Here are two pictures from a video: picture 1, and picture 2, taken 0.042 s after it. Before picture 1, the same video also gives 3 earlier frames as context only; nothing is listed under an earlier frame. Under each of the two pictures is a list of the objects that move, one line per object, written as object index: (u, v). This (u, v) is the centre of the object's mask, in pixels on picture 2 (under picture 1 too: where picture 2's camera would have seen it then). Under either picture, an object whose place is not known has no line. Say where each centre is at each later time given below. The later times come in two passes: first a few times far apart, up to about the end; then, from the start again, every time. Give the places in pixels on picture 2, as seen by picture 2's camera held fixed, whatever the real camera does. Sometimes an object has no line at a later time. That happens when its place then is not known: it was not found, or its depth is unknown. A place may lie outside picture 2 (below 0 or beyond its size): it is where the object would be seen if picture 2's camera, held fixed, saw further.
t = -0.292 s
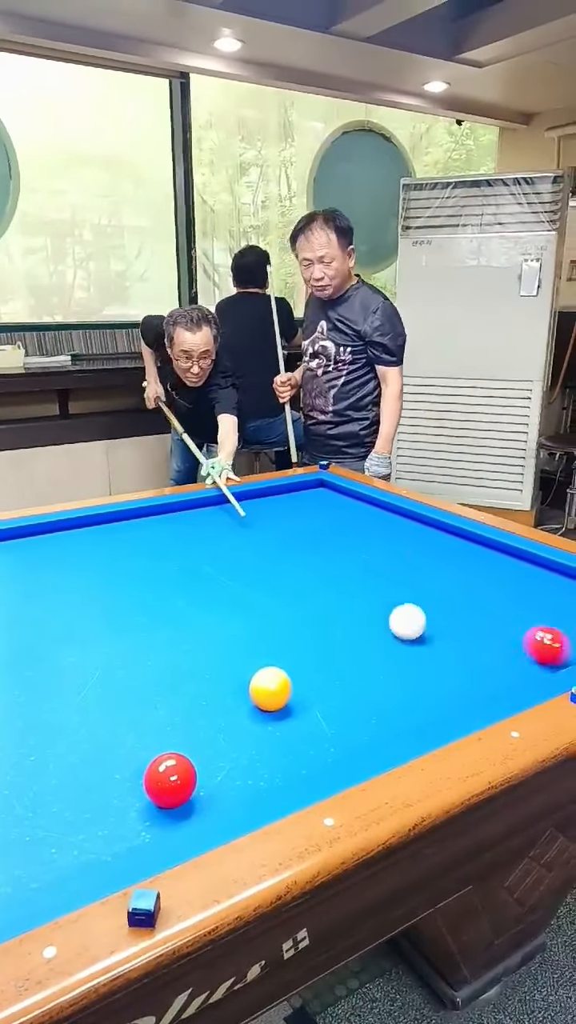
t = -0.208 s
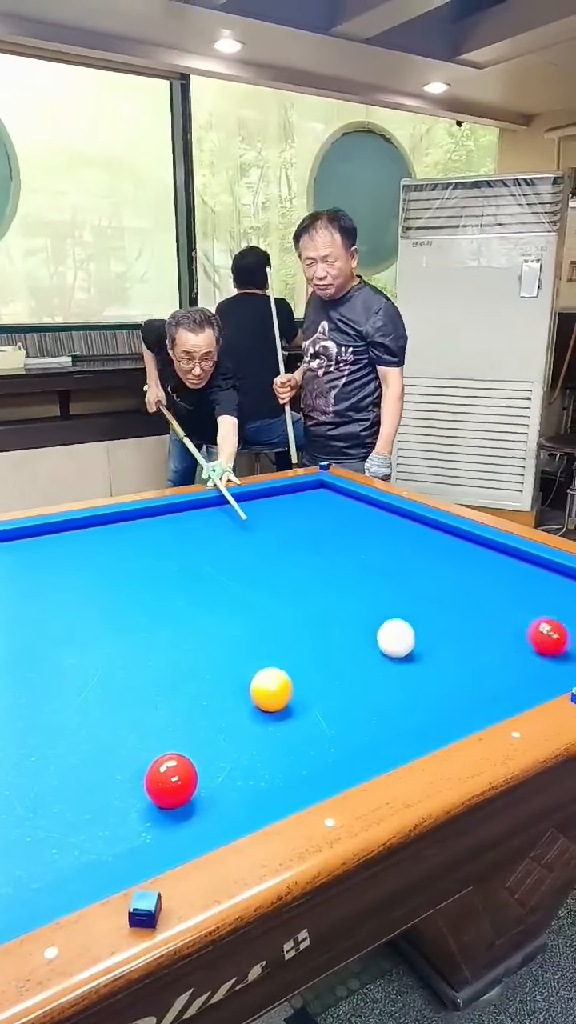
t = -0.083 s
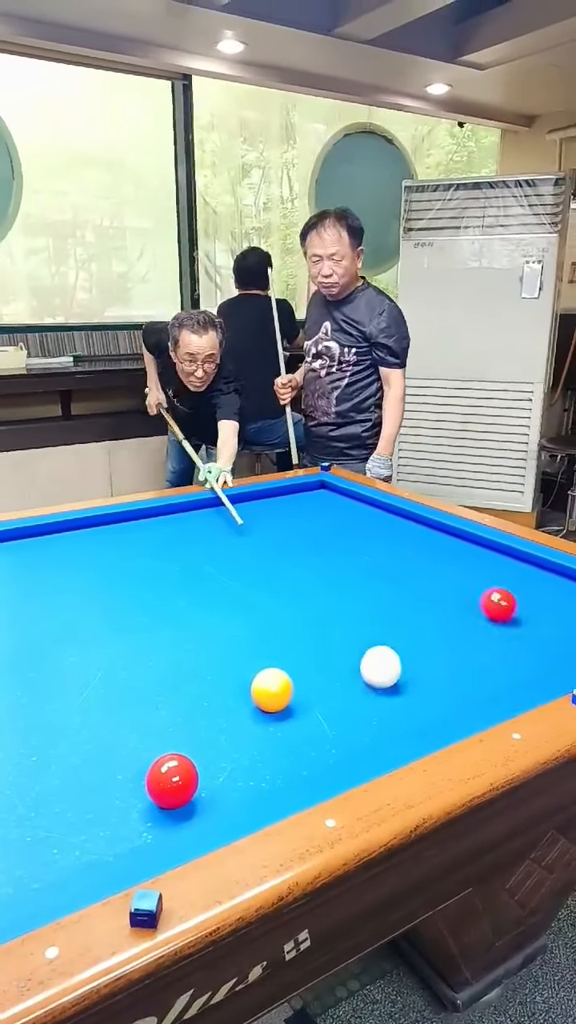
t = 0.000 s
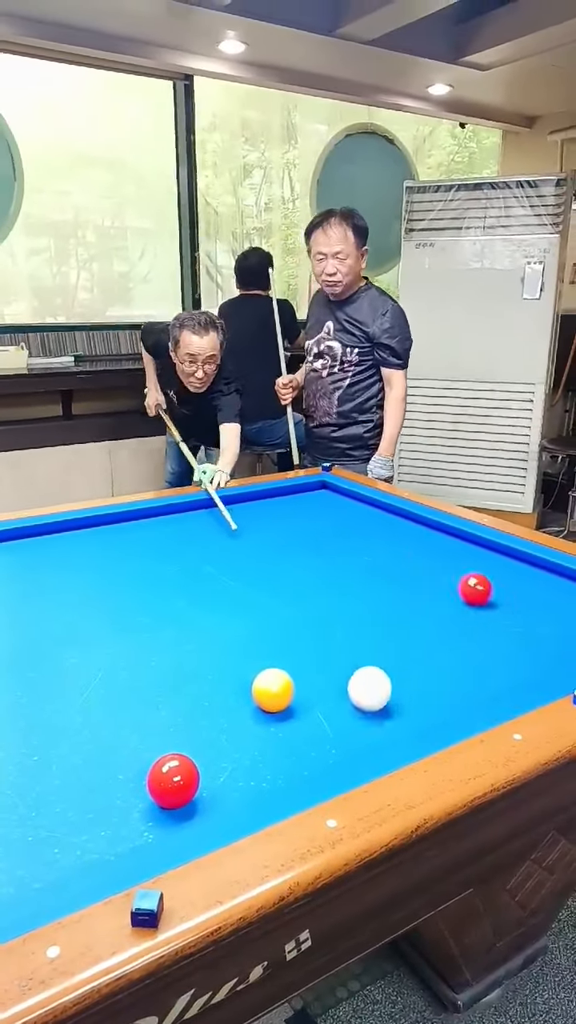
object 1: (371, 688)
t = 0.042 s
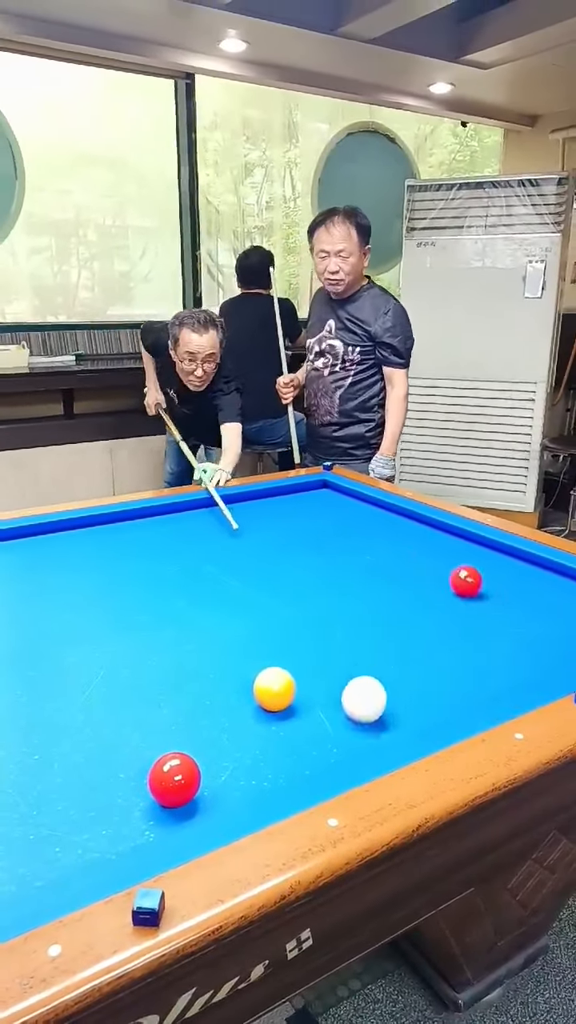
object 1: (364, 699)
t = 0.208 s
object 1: (331, 748)
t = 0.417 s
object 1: (220, 762)
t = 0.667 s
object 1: (174, 749)
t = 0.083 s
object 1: (357, 711)
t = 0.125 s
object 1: (349, 724)
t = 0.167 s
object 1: (341, 737)
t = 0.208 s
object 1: (331, 748)
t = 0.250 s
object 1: (306, 753)
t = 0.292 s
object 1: (281, 757)
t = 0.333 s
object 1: (255, 760)
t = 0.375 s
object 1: (230, 763)
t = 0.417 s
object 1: (220, 762)
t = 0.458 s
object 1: (214, 759)
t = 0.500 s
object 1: (207, 757)
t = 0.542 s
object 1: (199, 755)
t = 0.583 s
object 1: (190, 753)
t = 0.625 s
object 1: (182, 751)
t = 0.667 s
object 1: (174, 749)
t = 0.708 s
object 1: (166, 747)
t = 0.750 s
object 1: (159, 745)
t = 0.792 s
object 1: (151, 743)
